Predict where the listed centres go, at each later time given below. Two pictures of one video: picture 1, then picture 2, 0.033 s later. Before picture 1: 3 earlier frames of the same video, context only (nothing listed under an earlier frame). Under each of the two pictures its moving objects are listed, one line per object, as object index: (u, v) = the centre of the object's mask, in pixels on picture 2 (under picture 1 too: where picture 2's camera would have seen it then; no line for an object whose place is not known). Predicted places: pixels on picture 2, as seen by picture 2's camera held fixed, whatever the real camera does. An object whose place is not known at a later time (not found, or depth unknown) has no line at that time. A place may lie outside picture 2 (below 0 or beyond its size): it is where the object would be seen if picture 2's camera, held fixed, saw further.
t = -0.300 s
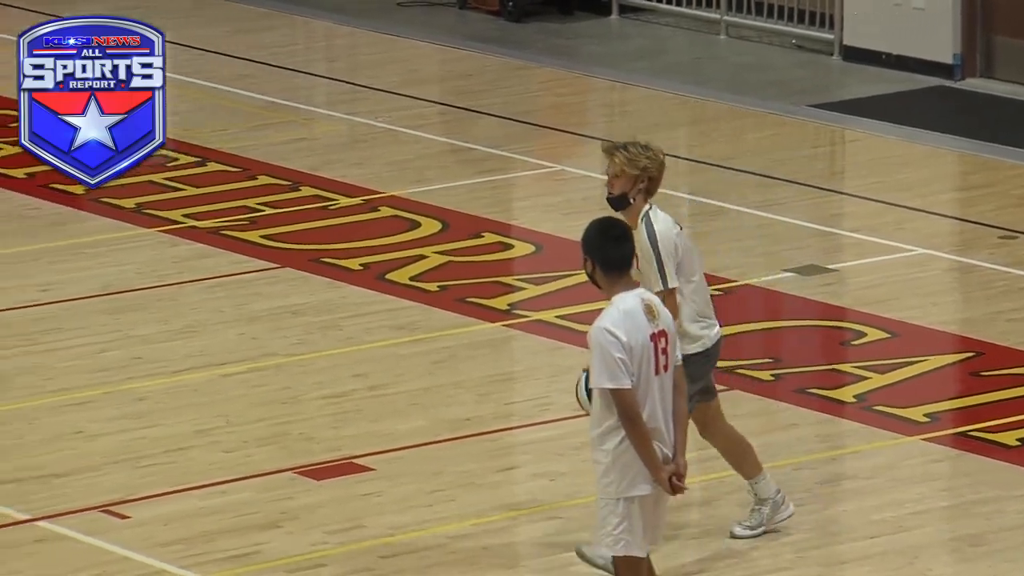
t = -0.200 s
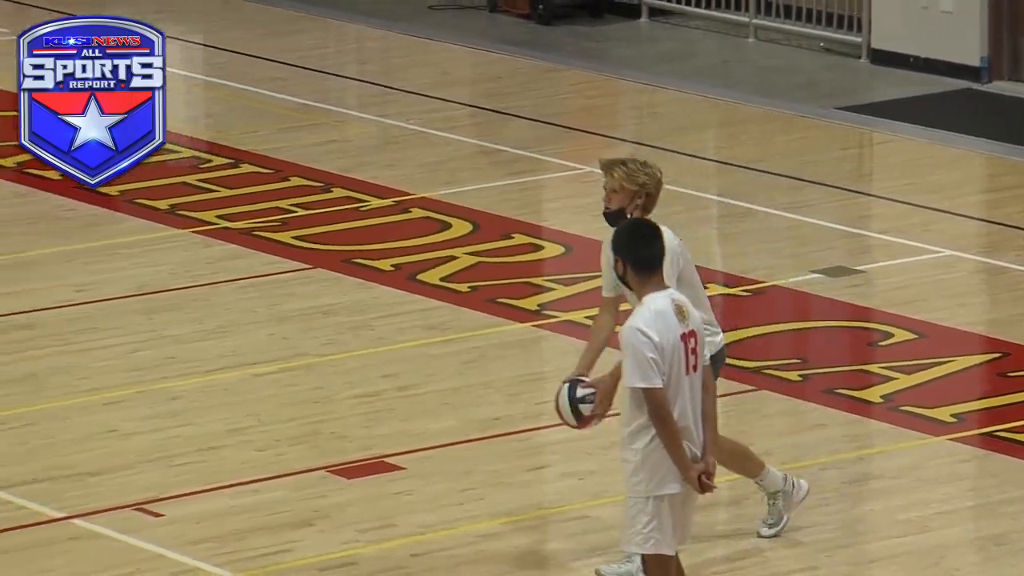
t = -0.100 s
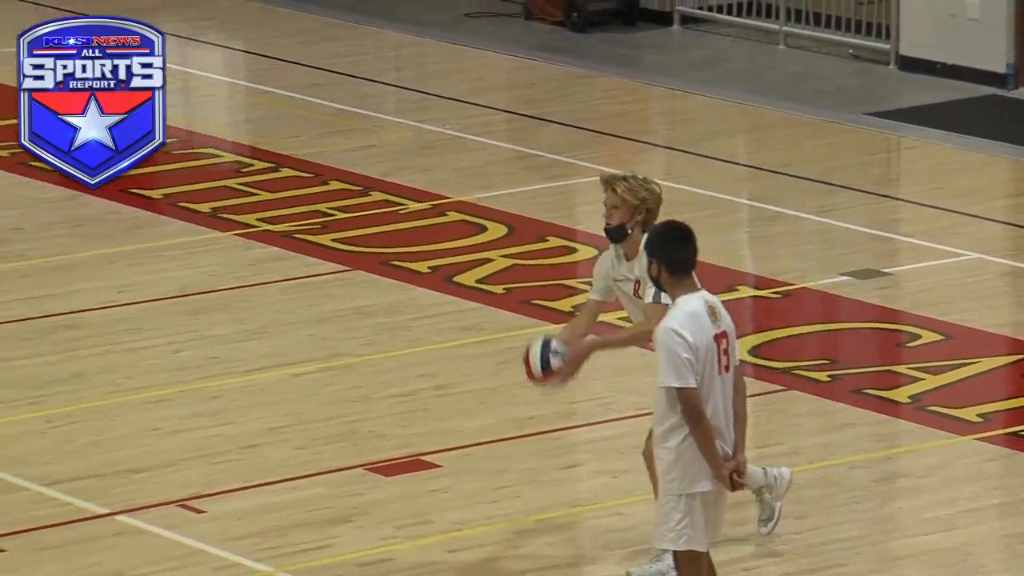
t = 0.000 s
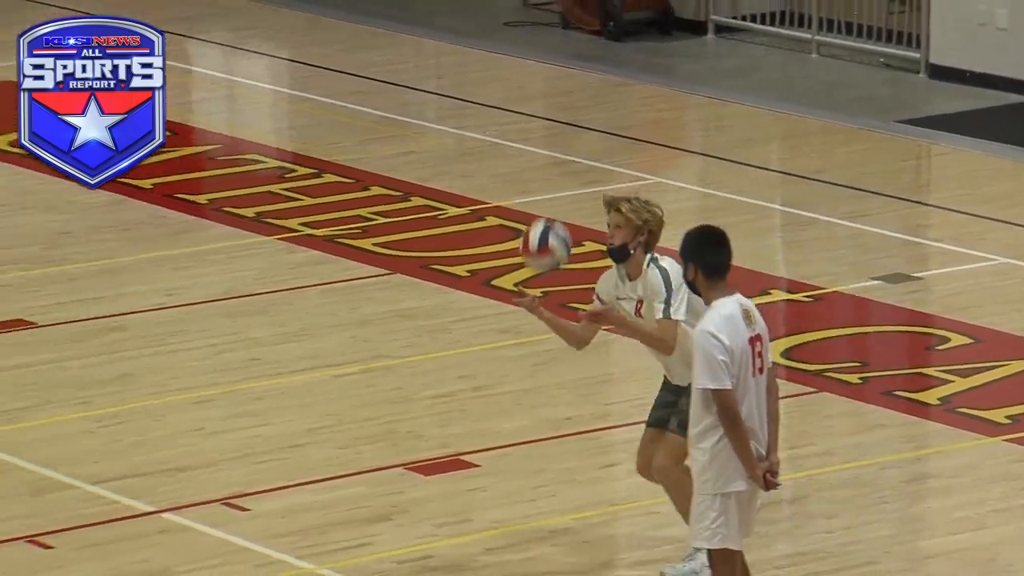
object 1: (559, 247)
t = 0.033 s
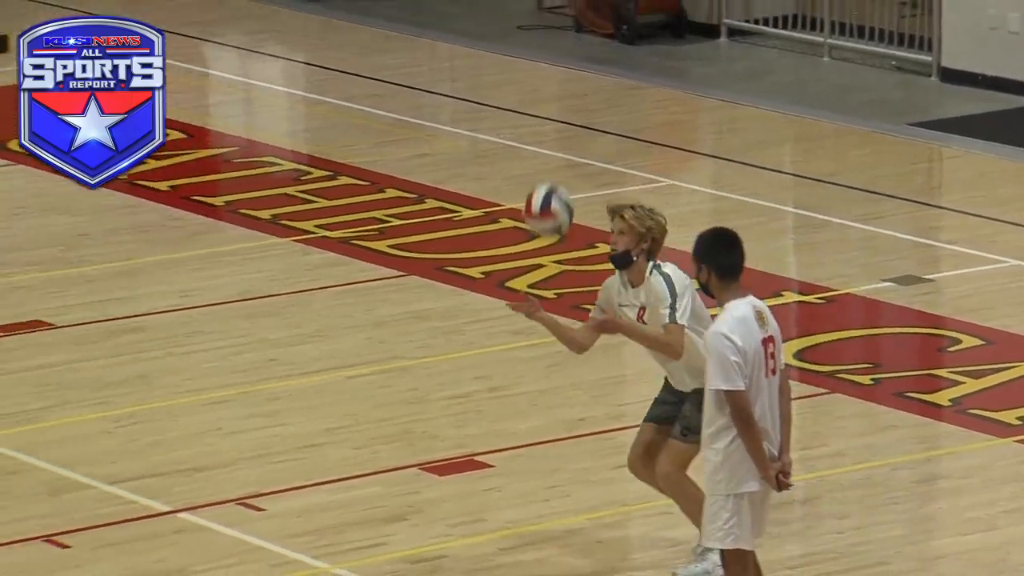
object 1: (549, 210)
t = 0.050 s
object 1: (543, 191)
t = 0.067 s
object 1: (537, 175)
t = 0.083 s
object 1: (532, 158)
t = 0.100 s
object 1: (527, 143)
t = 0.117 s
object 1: (521, 128)
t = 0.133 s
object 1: (516, 113)
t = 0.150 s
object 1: (511, 100)
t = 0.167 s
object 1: (506, 87)
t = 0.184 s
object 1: (501, 75)
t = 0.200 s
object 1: (496, 64)
